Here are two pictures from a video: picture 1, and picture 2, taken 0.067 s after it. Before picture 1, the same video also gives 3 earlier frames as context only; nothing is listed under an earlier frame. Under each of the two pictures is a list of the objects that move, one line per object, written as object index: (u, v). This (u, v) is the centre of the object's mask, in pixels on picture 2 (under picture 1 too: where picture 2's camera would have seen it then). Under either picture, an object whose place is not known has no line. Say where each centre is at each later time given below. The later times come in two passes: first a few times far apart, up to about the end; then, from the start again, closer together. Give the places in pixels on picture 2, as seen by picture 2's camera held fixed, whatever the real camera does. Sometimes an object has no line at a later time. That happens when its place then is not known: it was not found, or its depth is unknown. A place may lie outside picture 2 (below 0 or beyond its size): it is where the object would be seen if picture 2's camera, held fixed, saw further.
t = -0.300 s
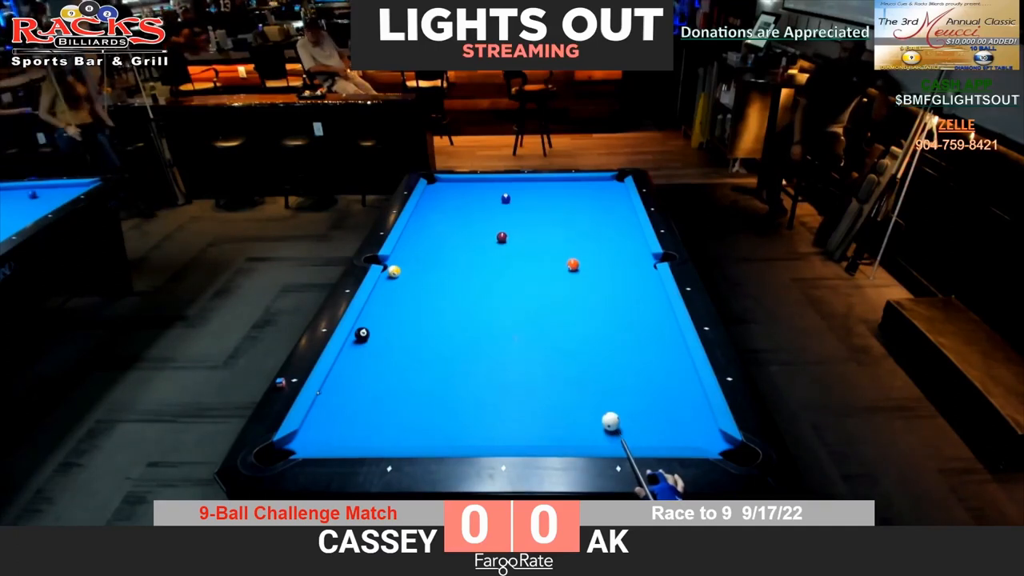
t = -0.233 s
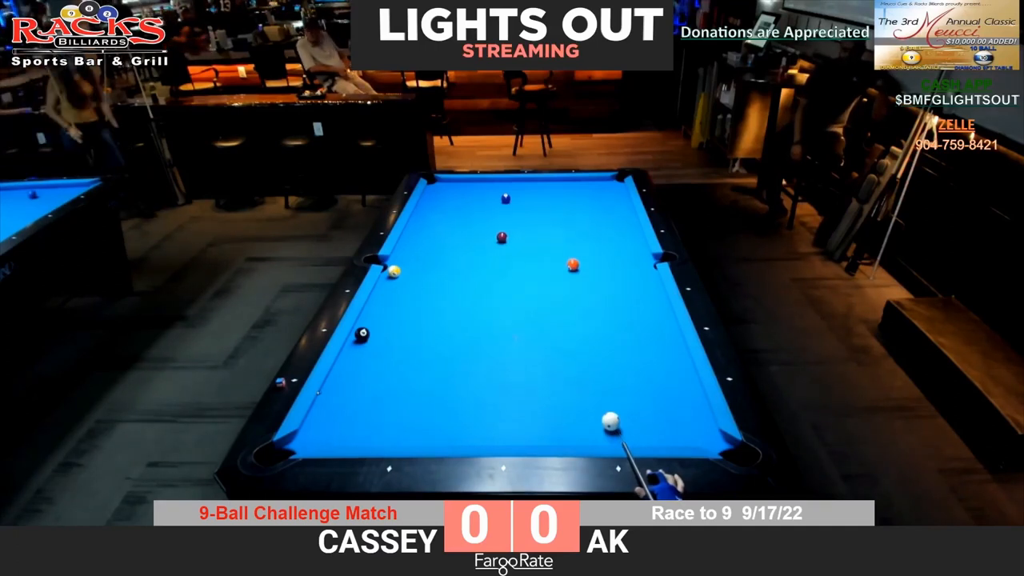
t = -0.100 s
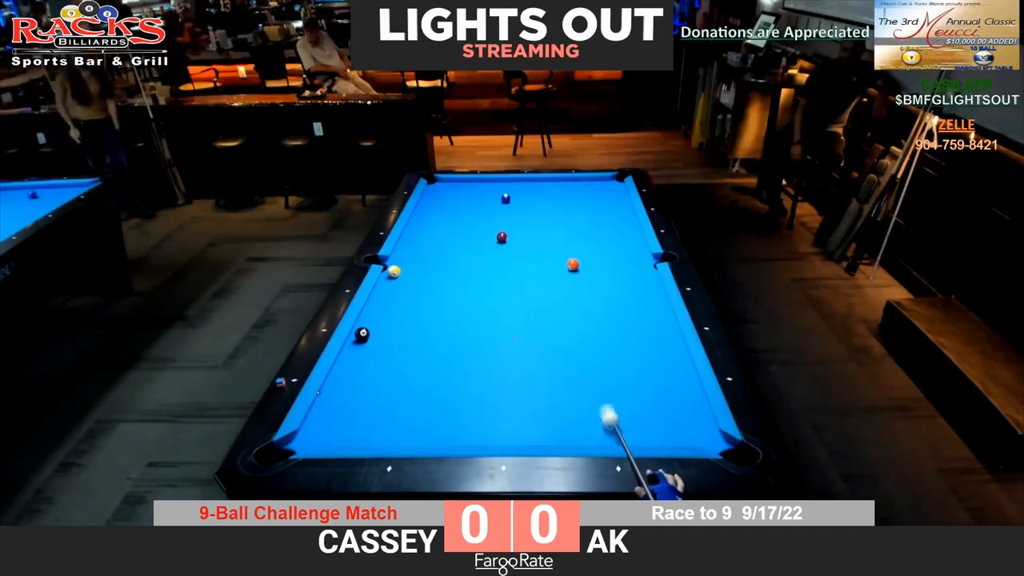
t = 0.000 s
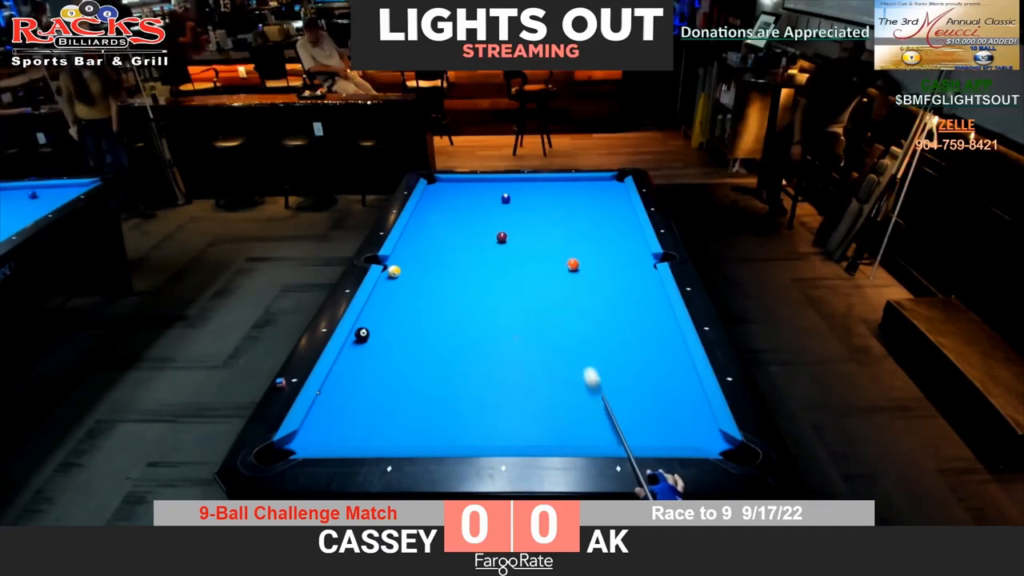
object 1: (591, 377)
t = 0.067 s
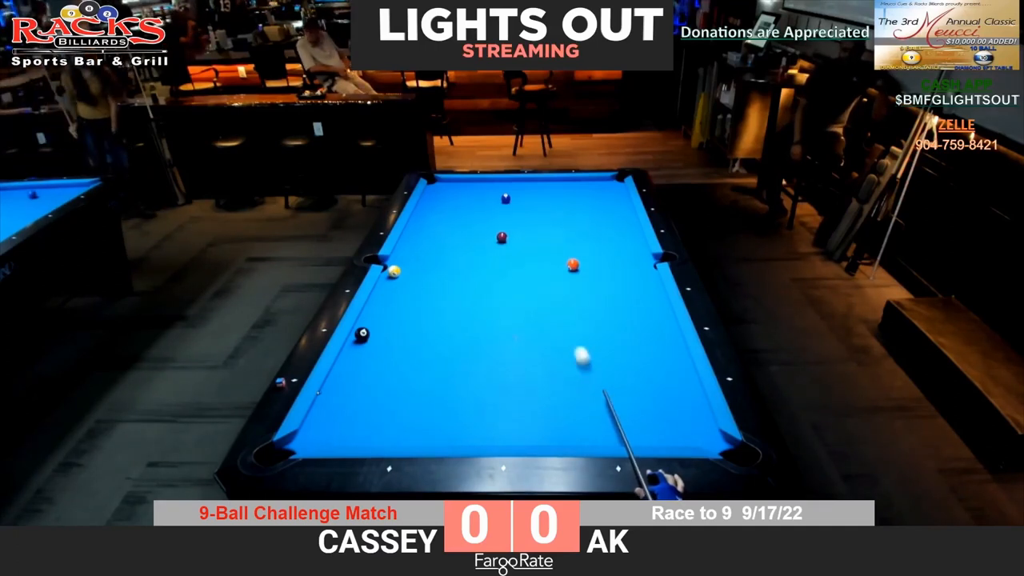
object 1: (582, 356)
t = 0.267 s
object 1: (558, 302)
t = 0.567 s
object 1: (534, 246)
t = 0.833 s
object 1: (518, 210)
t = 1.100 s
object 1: (528, 187)
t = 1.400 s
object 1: (543, 187)
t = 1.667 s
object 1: (556, 200)
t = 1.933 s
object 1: (569, 214)
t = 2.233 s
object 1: (585, 230)
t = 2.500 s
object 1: (601, 245)
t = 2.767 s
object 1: (618, 263)
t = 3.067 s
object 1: (638, 284)
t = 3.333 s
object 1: (658, 304)
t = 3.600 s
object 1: (664, 322)
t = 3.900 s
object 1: (662, 341)
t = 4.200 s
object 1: (659, 361)
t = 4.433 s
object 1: (657, 377)
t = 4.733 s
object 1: (654, 397)
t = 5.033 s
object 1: (650, 418)
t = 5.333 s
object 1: (647, 437)
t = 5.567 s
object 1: (642, 434)
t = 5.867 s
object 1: (637, 424)
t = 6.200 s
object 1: (632, 415)
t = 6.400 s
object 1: (629, 411)
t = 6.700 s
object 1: (627, 406)
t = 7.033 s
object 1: (626, 402)
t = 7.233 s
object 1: (626, 402)
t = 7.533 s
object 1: (626, 402)
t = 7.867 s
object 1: (626, 402)
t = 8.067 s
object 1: (626, 402)
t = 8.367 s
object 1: (626, 402)
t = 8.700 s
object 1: (626, 402)
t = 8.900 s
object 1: (626, 402)
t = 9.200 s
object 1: (626, 402)
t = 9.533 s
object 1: (626, 402)
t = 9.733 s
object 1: (626, 402)
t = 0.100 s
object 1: (577, 346)
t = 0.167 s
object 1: (569, 327)
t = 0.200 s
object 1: (565, 318)
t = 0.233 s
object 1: (562, 310)
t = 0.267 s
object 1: (558, 302)
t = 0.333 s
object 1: (552, 288)
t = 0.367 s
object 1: (549, 281)
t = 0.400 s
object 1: (546, 275)
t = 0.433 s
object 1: (544, 269)
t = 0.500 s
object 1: (539, 257)
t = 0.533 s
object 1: (536, 252)
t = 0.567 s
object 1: (534, 246)
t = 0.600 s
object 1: (532, 241)
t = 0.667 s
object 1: (528, 231)
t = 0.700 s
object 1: (526, 227)
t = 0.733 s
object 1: (524, 223)
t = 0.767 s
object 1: (522, 218)
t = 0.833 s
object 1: (518, 210)
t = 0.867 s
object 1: (517, 207)
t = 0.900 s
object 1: (515, 203)
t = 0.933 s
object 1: (514, 200)
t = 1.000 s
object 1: (521, 194)
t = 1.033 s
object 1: (523, 192)
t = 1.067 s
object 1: (526, 190)
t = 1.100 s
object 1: (528, 187)
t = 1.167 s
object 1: (532, 182)
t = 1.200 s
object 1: (535, 180)
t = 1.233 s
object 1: (536, 180)
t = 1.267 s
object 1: (537, 181)
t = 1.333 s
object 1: (541, 184)
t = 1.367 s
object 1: (542, 186)
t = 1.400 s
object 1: (543, 187)
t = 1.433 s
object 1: (545, 189)
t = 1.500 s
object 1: (548, 192)
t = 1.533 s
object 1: (549, 194)
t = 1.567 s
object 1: (551, 195)
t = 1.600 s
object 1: (552, 197)
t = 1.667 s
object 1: (556, 200)
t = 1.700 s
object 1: (557, 202)
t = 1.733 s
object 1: (559, 203)
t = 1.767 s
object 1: (561, 205)
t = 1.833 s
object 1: (564, 208)
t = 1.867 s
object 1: (565, 210)
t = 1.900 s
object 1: (567, 212)
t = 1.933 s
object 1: (569, 214)
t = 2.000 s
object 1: (572, 217)
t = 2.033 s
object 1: (574, 219)
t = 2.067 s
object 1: (576, 220)
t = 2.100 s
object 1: (578, 222)
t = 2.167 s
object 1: (581, 226)
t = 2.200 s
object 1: (583, 228)
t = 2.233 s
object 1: (585, 230)
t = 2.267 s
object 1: (587, 231)
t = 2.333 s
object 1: (591, 236)
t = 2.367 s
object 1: (593, 237)
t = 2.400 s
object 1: (595, 239)
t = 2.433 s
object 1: (597, 241)
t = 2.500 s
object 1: (601, 245)
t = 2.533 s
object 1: (603, 248)
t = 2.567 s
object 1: (605, 249)
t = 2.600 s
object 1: (607, 252)
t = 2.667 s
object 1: (611, 256)
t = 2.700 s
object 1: (613, 258)
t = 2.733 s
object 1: (616, 260)
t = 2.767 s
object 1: (618, 263)
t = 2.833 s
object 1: (622, 267)
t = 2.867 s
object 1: (624, 269)
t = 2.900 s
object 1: (627, 271)
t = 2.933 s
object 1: (629, 274)
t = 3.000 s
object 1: (634, 279)
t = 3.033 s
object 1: (636, 281)
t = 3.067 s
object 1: (638, 284)
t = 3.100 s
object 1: (641, 286)
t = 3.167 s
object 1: (646, 291)
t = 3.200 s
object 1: (648, 293)
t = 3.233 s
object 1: (651, 296)
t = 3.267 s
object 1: (653, 298)
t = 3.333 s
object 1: (658, 304)
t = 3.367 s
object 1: (661, 307)
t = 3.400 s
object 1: (664, 309)
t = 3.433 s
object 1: (665, 312)
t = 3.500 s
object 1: (665, 316)
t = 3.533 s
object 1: (664, 318)
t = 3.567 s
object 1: (664, 320)
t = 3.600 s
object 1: (664, 322)
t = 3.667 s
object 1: (664, 326)
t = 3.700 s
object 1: (663, 328)
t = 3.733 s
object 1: (663, 330)
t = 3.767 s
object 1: (663, 333)
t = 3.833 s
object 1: (662, 337)
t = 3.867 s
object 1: (662, 339)
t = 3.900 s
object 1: (662, 341)
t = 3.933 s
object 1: (661, 343)
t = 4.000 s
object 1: (661, 347)
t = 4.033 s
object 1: (661, 350)
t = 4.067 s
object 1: (660, 352)
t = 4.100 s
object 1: (660, 354)
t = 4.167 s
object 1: (659, 358)
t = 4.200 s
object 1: (659, 361)
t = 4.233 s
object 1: (659, 363)
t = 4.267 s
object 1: (659, 365)
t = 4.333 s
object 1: (658, 370)
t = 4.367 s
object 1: (658, 372)
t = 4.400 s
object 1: (657, 374)
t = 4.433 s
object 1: (657, 377)
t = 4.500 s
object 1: (656, 381)
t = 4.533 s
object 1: (656, 383)
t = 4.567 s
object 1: (656, 386)
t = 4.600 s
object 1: (655, 388)
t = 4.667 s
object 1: (655, 393)
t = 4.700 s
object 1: (654, 395)
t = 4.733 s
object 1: (654, 397)
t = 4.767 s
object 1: (654, 400)
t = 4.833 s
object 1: (653, 404)
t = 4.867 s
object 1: (653, 406)
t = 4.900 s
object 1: (652, 409)
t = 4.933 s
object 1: (652, 411)
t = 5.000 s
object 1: (651, 415)
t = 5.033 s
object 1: (650, 418)
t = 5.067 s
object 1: (650, 420)
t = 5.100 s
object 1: (650, 422)
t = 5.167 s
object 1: (649, 427)
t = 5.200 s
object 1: (649, 430)
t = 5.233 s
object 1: (649, 432)
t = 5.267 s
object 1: (648, 434)
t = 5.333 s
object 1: (647, 437)
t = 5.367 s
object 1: (647, 438)
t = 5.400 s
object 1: (646, 439)
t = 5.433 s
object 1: (646, 438)
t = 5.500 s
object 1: (644, 436)
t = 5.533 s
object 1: (643, 435)
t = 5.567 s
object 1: (642, 434)
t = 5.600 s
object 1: (642, 433)
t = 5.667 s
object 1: (640, 431)
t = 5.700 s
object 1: (639, 430)
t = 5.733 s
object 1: (639, 429)
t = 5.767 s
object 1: (638, 427)
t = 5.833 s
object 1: (637, 425)
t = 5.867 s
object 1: (637, 424)
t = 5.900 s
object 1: (636, 423)
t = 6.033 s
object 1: (634, 419)
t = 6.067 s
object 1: (633, 418)
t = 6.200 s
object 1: (632, 415)
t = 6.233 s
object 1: (631, 414)
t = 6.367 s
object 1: (629, 411)
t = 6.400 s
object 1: (629, 411)
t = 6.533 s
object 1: (628, 408)
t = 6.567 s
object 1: (628, 407)
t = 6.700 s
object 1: (627, 406)
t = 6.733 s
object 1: (627, 405)
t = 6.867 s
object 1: (626, 404)
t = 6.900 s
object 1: (626, 403)
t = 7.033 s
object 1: (626, 402)
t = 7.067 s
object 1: (626, 402)
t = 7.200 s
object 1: (626, 402)
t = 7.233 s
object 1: (626, 402)
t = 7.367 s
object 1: (626, 402)
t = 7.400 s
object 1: (626, 402)
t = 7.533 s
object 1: (626, 402)
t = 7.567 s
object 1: (626, 402)
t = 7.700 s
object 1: (626, 402)
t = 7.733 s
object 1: (626, 402)
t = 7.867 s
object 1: (626, 402)
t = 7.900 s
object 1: (626, 402)
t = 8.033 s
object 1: (626, 402)
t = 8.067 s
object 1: (626, 402)
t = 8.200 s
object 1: (626, 402)
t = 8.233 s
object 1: (626, 402)
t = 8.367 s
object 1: (626, 402)
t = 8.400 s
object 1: (626, 402)
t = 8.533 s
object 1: (626, 402)
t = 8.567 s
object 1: (626, 402)
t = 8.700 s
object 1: (626, 402)
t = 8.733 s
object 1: (626, 402)
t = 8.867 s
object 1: (626, 402)
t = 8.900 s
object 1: (626, 402)
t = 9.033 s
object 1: (626, 402)
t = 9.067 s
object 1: (626, 402)
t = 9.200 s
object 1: (626, 402)
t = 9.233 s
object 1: (626, 402)
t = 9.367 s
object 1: (626, 402)
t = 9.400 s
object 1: (626, 402)
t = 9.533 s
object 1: (626, 402)
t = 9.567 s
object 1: (626, 402)
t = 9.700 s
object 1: (626, 402)
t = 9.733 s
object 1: (626, 402)
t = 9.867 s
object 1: (626, 402)
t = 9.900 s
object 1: (626, 402)
